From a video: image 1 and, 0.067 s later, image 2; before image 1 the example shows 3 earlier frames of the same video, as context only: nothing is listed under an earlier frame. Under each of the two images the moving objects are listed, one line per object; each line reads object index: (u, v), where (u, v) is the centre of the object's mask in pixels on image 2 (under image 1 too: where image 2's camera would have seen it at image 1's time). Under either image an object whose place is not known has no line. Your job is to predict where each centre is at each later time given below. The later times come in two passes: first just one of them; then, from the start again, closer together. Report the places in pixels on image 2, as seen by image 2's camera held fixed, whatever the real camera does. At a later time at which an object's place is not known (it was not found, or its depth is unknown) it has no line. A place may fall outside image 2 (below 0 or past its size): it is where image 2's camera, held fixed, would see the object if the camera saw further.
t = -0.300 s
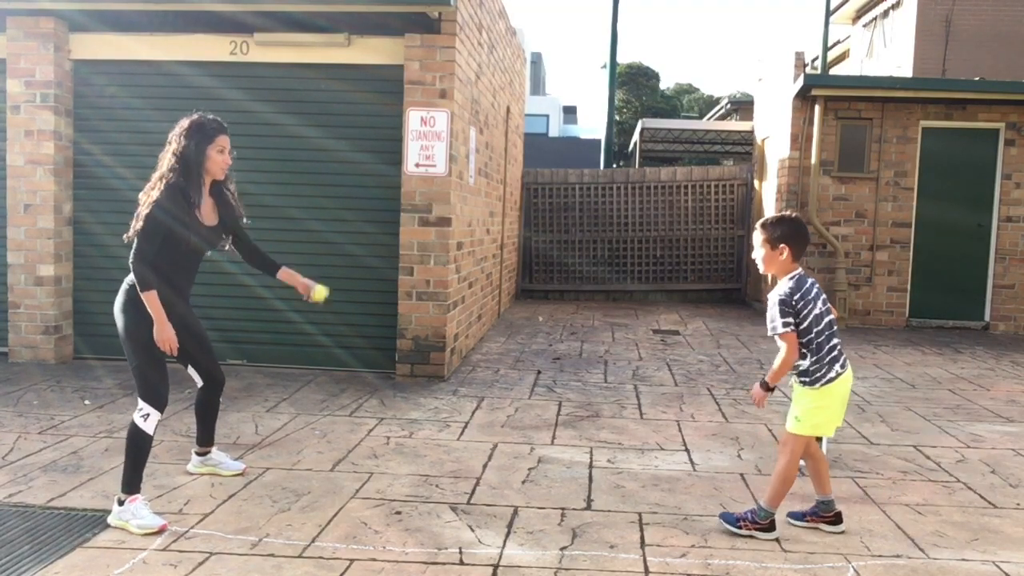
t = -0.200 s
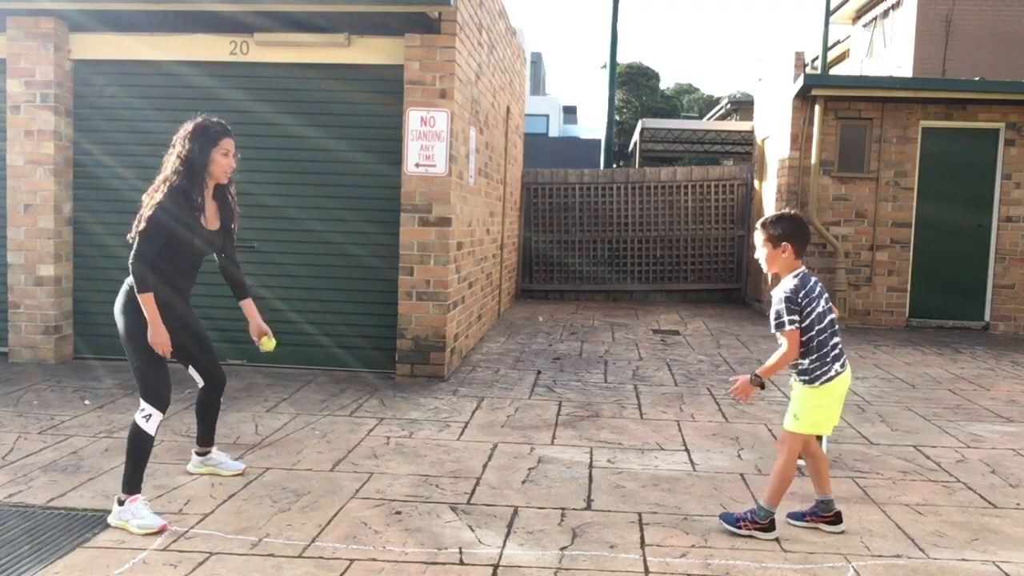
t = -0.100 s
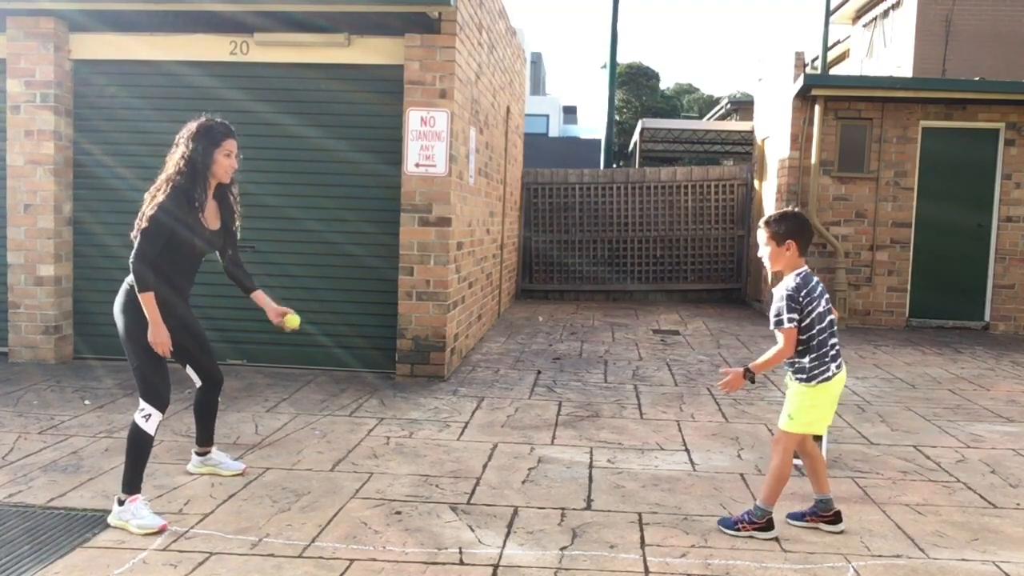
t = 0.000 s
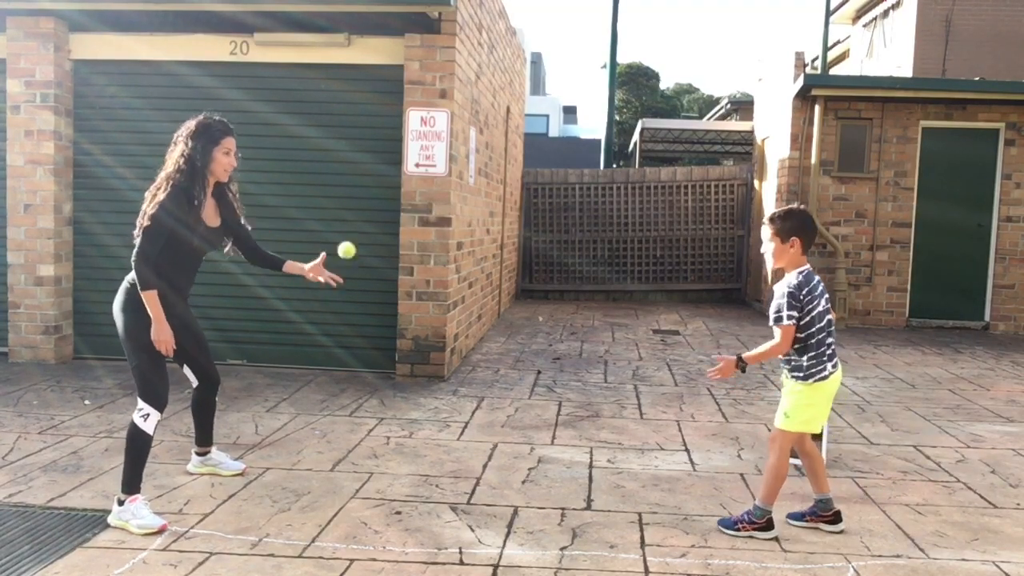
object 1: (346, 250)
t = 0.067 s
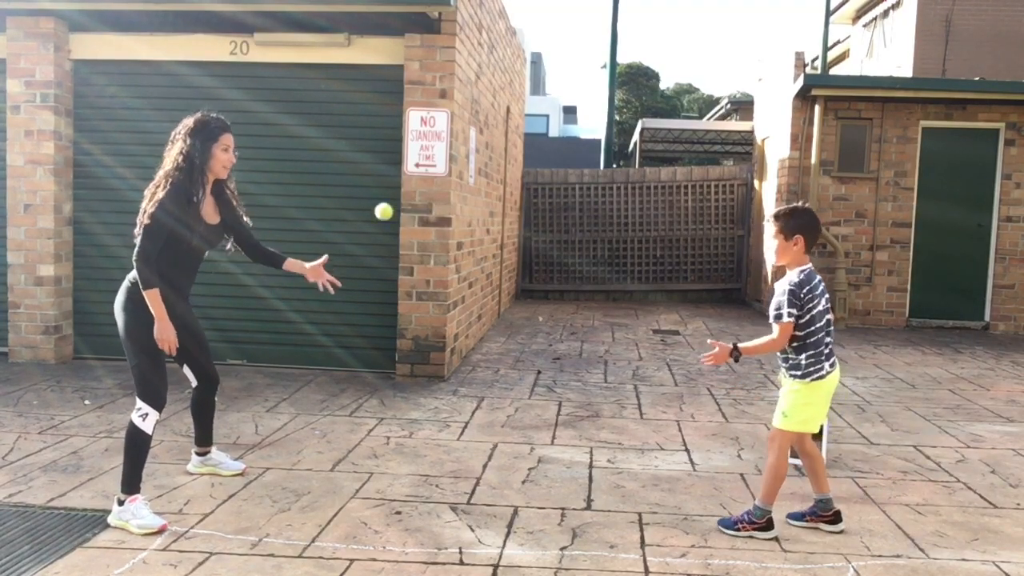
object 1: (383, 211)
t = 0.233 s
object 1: (480, 158)
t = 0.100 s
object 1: (402, 196)
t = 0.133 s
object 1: (421, 183)
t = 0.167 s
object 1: (441, 172)
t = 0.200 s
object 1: (460, 164)
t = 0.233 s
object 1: (480, 158)
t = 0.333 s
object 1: (539, 158)
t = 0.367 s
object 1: (559, 163)
